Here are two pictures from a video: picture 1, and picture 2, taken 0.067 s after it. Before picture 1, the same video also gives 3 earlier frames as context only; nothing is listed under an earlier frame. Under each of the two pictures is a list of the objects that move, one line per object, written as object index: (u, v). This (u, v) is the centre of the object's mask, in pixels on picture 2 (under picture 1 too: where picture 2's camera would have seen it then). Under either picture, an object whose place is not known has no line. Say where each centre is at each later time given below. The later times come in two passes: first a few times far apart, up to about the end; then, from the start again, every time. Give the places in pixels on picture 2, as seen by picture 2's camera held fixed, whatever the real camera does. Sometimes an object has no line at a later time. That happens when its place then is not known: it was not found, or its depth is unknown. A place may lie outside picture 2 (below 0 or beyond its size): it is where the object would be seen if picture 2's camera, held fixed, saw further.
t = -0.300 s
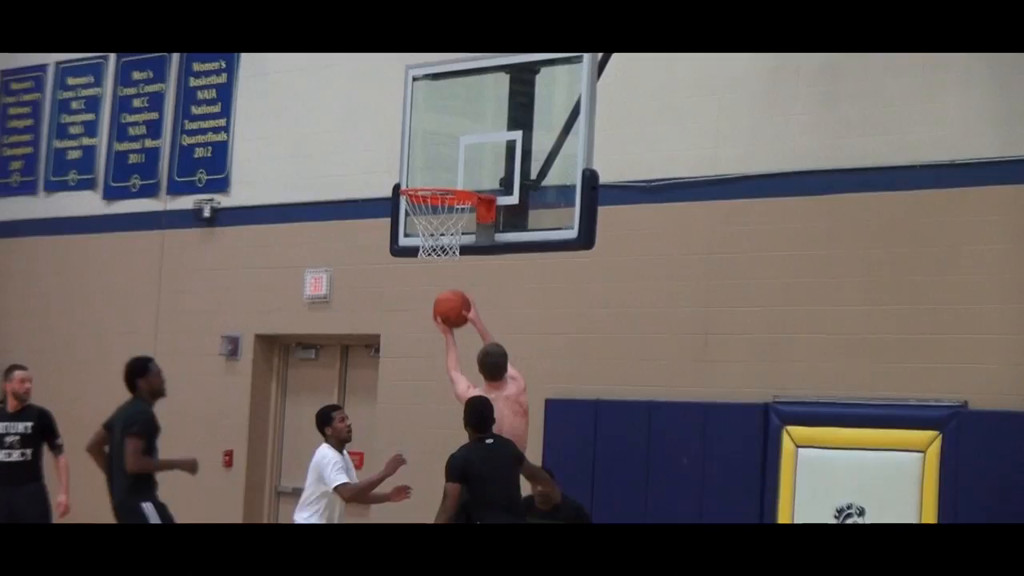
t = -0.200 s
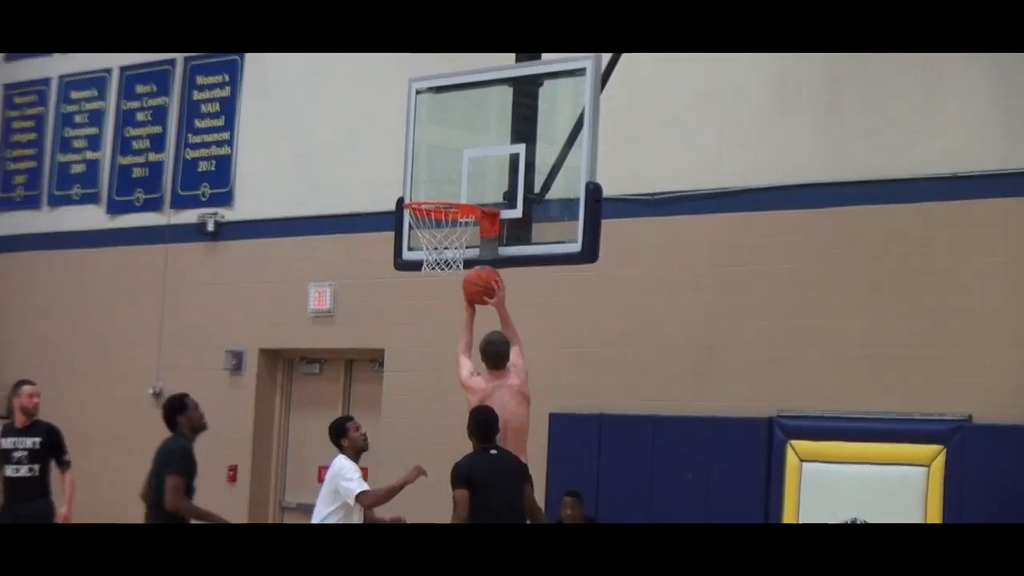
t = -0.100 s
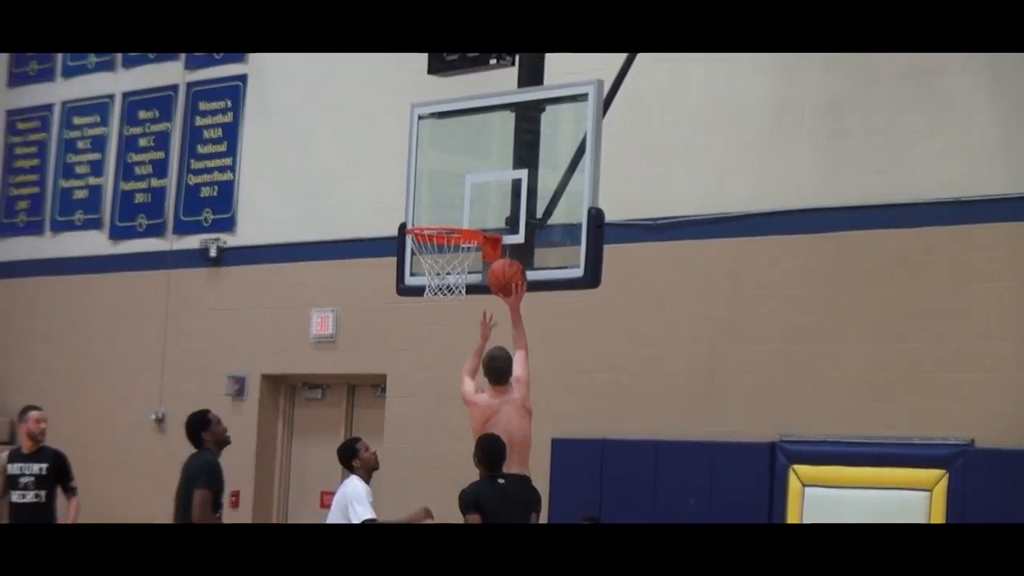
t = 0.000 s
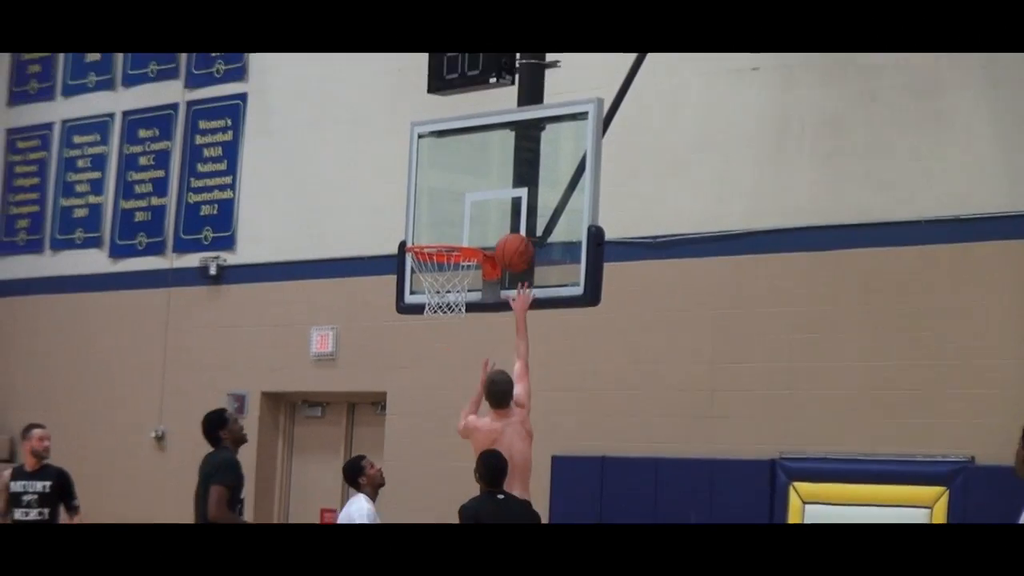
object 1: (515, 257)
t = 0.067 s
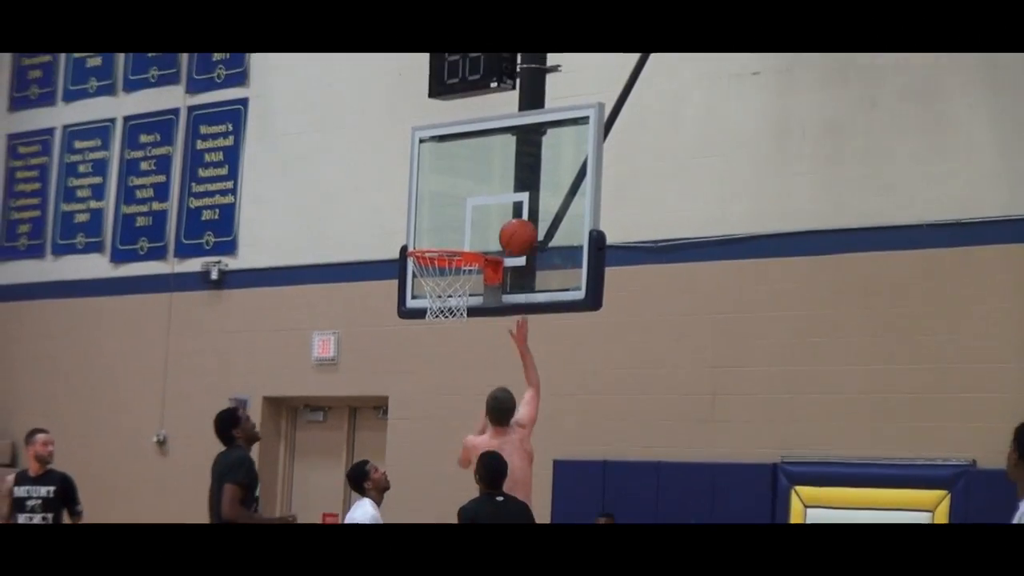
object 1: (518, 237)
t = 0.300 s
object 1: (462, 228)
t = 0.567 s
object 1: (441, 273)
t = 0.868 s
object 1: (459, 355)
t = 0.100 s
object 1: (519, 230)
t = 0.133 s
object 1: (515, 225)
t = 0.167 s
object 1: (505, 222)
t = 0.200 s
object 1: (494, 221)
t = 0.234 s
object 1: (483, 222)
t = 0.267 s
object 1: (473, 224)
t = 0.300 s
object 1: (462, 228)
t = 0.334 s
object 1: (450, 233)
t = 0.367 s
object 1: (440, 237)
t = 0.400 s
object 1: (438, 239)
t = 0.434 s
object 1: (440, 246)
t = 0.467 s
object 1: (438, 253)
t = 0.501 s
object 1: (439, 257)
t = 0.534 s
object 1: (439, 264)
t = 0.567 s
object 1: (441, 273)
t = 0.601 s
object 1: (443, 281)
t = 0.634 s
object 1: (444, 291)
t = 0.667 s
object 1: (447, 297)
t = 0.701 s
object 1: (449, 302)
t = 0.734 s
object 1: (451, 310)
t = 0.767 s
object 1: (453, 322)
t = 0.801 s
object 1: (455, 329)
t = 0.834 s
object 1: (457, 341)
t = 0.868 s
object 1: (459, 355)
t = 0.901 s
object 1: (461, 371)
